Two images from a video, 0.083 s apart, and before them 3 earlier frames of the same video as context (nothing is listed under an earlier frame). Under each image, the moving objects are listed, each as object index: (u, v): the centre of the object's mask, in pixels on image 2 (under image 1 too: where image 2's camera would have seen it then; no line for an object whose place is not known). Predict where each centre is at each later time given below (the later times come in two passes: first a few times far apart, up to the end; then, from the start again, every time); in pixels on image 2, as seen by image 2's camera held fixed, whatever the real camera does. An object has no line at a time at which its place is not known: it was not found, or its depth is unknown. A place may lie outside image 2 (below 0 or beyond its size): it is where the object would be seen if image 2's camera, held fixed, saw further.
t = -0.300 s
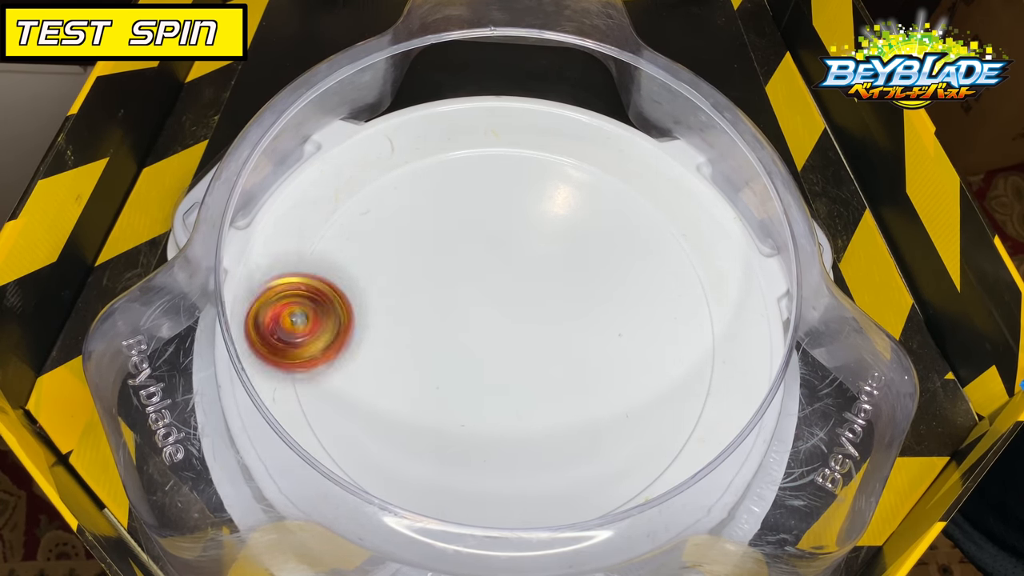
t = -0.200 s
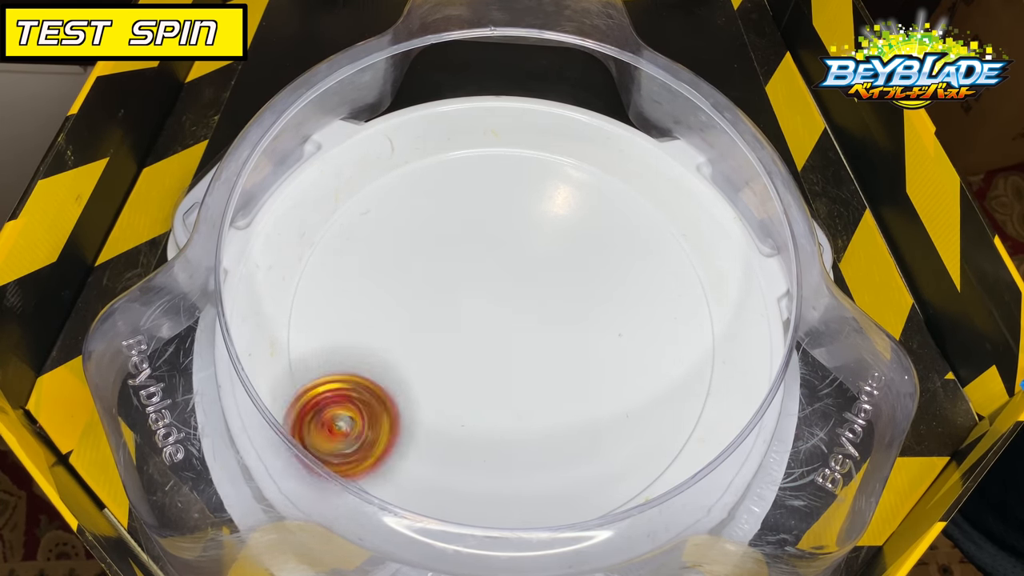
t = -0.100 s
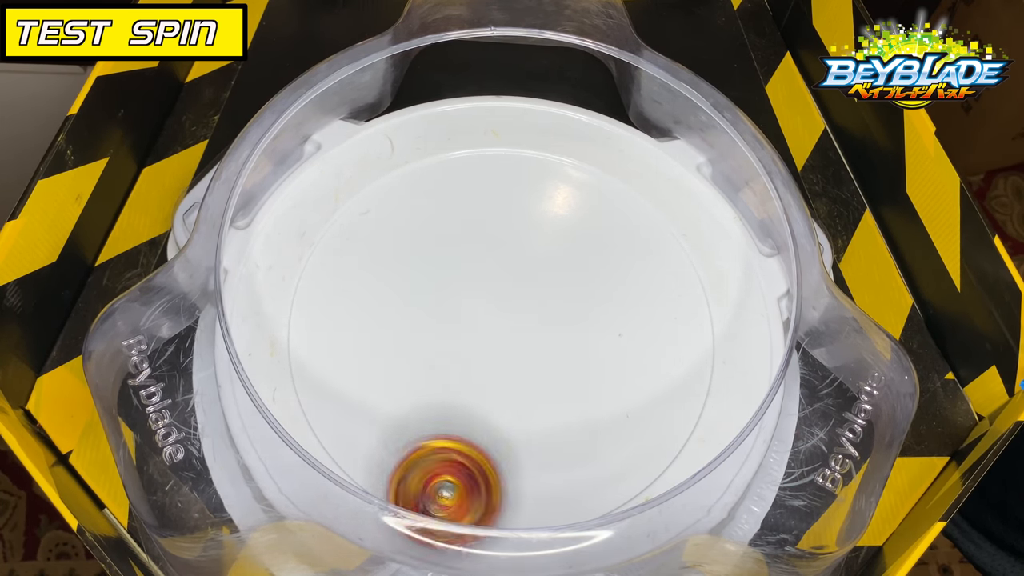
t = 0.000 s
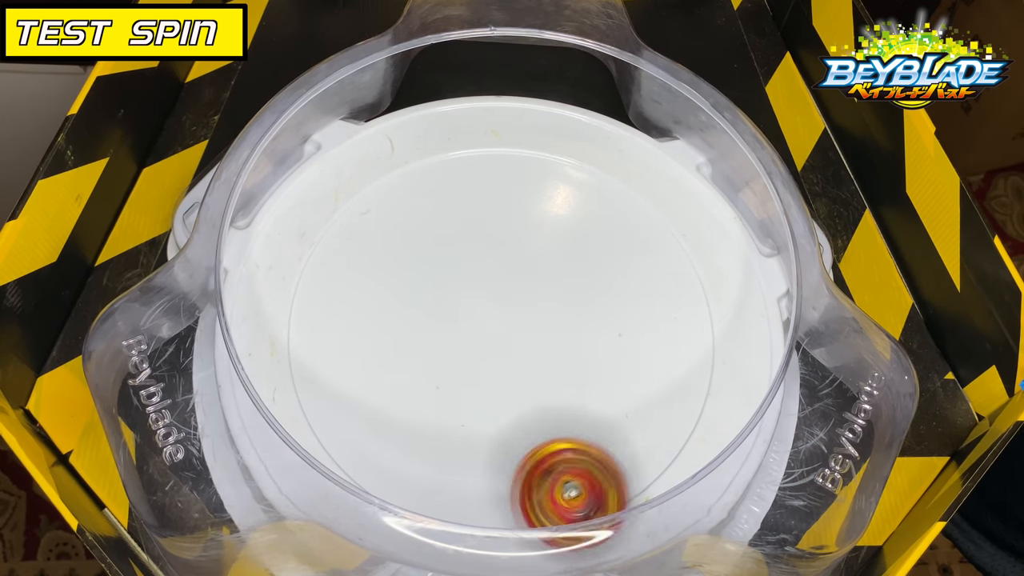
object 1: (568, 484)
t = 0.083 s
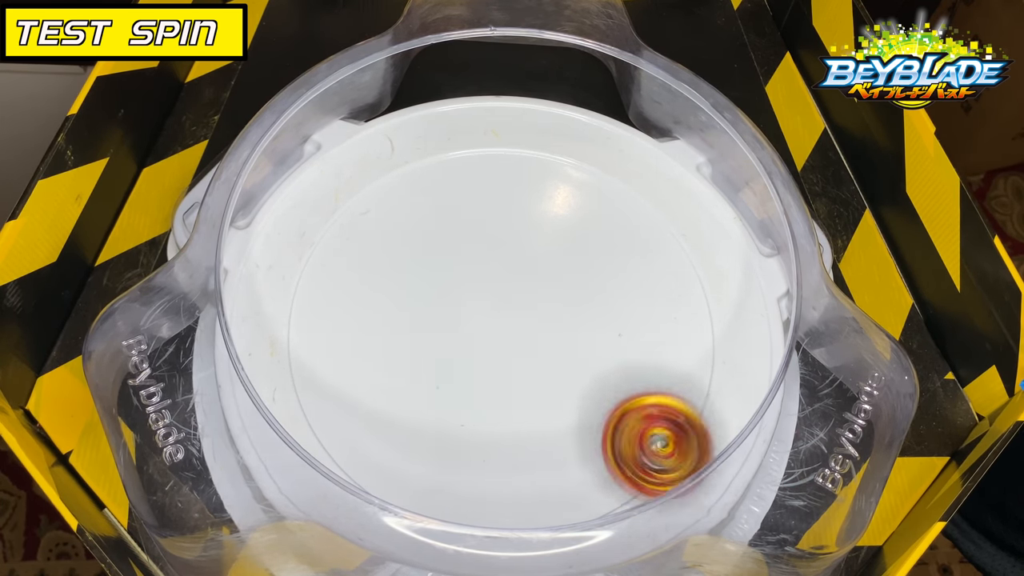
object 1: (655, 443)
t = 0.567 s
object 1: (461, 134)
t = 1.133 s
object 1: (551, 485)
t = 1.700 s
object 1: (490, 134)
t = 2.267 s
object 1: (512, 488)
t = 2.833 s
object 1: (523, 141)
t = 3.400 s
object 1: (467, 479)
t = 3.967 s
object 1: (557, 153)
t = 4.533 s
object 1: (432, 467)
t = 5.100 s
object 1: (585, 170)
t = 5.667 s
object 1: (368, 415)
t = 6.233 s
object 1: (650, 262)
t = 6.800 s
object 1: (471, 285)
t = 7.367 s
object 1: (489, 309)
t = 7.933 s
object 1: (497, 320)
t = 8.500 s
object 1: (506, 312)
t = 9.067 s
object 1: (505, 316)
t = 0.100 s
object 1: (668, 430)
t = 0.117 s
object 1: (680, 416)
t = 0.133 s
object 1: (689, 400)
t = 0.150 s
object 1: (697, 385)
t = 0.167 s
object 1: (703, 368)
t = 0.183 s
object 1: (707, 351)
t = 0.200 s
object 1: (710, 334)
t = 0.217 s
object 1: (710, 318)
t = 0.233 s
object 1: (710, 301)
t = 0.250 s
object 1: (707, 285)
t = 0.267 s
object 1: (703, 269)
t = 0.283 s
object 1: (696, 254)
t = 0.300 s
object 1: (689, 238)
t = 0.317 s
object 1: (680, 224)
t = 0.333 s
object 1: (672, 211)
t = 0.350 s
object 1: (660, 199)
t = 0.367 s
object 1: (649, 187)
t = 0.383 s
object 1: (636, 176)
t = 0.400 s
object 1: (623, 166)
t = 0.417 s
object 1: (609, 158)
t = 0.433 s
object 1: (594, 151)
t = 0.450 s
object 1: (578, 144)
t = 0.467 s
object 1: (563, 140)
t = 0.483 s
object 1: (547, 136)
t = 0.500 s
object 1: (530, 133)
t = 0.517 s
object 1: (513, 132)
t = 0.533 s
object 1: (495, 132)
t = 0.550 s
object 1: (478, 132)
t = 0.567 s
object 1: (461, 134)
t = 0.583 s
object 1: (445, 137)
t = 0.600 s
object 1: (428, 142)
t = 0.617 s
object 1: (413, 147)
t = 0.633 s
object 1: (398, 154)
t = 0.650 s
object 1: (384, 162)
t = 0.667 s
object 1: (371, 171)
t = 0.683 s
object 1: (358, 182)
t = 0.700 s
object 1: (346, 193)
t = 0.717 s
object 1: (335, 206)
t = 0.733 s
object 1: (326, 219)
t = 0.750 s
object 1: (317, 234)
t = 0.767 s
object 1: (310, 249)
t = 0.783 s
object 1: (304, 265)
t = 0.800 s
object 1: (300, 281)
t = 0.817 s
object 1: (297, 298)
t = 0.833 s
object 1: (298, 315)
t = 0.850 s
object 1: (299, 332)
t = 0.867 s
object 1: (303, 349)
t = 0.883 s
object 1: (308, 366)
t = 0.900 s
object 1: (316, 382)
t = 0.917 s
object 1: (325, 397)
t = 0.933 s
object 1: (337, 413)
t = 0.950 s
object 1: (350, 426)
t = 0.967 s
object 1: (365, 440)
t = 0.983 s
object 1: (381, 450)
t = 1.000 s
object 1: (397, 462)
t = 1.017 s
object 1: (415, 470)
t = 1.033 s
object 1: (433, 477)
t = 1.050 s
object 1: (453, 482)
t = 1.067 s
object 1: (471, 486)
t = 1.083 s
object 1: (491, 488)
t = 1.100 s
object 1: (510, 489)
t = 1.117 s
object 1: (530, 488)
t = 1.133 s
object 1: (551, 485)
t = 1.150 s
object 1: (570, 481)
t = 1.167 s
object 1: (588, 476)
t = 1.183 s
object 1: (607, 469)
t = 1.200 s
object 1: (623, 461)
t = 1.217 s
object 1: (639, 452)
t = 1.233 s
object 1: (653, 440)
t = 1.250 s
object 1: (667, 428)
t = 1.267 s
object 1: (677, 414)
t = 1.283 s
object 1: (687, 399)
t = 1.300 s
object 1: (693, 383)
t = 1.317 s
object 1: (700, 368)
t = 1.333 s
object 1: (703, 351)
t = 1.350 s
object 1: (707, 335)
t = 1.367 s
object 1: (707, 318)
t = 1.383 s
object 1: (707, 302)
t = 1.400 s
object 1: (704, 287)
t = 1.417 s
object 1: (701, 271)
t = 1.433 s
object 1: (696, 256)
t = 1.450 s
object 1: (689, 242)
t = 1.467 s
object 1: (682, 227)
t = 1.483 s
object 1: (673, 215)
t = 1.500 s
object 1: (663, 202)
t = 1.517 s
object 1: (652, 191)
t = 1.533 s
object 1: (640, 180)
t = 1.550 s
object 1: (627, 171)
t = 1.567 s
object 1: (614, 163)
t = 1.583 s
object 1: (599, 155)
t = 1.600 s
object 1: (584, 149)
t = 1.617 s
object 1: (569, 143)
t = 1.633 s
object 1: (554, 139)
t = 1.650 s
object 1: (538, 136)
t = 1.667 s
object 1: (522, 134)
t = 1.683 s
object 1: (506, 134)
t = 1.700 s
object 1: (490, 134)
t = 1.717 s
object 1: (473, 136)
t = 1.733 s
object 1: (457, 139)
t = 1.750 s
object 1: (441, 143)
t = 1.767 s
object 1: (426, 148)
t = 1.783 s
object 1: (410, 155)
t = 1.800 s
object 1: (396, 162)
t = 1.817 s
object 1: (382, 170)
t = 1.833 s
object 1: (369, 179)
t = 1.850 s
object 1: (357, 190)
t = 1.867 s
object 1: (346, 201)
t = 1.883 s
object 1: (335, 213)
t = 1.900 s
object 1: (327, 227)
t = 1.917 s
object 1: (319, 240)
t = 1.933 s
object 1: (313, 255)
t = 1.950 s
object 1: (308, 270)
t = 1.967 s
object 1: (305, 286)
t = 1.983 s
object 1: (303, 303)
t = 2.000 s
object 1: (303, 319)
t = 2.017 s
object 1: (305, 336)
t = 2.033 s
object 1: (310, 352)
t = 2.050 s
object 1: (314, 368)
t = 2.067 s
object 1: (322, 385)
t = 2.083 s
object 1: (331, 399)
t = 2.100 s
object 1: (342, 414)
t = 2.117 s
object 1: (355, 427)
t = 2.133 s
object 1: (369, 440)
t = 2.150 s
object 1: (384, 450)
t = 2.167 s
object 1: (401, 460)
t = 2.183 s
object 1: (417, 468)
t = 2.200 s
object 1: (436, 476)
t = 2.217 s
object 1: (454, 480)
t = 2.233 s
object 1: (473, 485)
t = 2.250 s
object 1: (492, 487)
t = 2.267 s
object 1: (512, 488)
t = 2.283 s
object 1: (531, 487)
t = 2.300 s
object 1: (550, 485)
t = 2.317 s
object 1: (568, 481)
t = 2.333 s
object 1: (586, 476)
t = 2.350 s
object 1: (603, 469)
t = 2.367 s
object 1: (620, 461)
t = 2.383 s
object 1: (635, 451)
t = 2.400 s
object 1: (649, 441)
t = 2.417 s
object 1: (661, 428)
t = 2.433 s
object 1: (672, 415)
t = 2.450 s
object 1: (680, 400)
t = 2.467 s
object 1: (687, 385)
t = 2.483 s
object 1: (693, 369)
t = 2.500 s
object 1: (698, 354)
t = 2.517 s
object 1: (700, 338)
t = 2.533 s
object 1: (701, 322)
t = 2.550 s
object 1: (700, 307)
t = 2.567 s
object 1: (699, 291)
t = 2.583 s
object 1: (695, 276)
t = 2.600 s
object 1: (690, 261)
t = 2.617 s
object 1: (684, 247)
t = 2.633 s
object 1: (677, 234)
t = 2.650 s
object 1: (668, 221)
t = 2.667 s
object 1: (659, 209)
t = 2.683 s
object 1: (647, 197)
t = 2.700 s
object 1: (636, 188)
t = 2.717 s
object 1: (624, 178)
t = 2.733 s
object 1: (611, 170)
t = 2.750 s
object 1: (597, 162)
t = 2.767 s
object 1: (583, 156)
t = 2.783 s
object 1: (568, 151)
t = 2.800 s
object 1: (554, 146)
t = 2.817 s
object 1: (538, 143)
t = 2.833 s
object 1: (523, 141)
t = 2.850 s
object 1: (507, 140)
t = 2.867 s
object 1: (491, 140)
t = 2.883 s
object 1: (475, 141)
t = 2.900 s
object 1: (461, 143)
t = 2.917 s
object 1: (445, 147)
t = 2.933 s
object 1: (430, 151)
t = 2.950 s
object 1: (415, 157)
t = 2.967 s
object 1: (402, 164)
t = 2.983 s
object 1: (388, 171)
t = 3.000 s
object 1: (376, 180)
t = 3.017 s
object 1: (363, 190)
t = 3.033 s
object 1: (353, 201)
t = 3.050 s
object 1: (342, 213)
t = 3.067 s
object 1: (334, 225)
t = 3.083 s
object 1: (326, 239)
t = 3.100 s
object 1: (320, 252)
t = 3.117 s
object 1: (315, 267)
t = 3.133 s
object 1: (311, 282)
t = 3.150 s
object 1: (309, 298)
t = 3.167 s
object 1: (309, 314)
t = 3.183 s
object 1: (310, 330)
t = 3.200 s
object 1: (314, 346)
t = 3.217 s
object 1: (318, 362)
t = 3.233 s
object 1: (325, 377)
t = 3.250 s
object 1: (333, 393)
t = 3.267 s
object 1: (343, 407)
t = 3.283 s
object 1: (355, 422)
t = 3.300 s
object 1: (368, 433)
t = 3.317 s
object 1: (382, 445)
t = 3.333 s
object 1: (398, 455)
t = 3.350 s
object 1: (415, 463)
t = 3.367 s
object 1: (432, 470)
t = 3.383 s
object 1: (449, 475)
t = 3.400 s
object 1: (467, 479)
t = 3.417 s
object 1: (486, 482)
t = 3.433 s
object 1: (505, 483)
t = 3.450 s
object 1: (524, 483)
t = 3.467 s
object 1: (542, 481)
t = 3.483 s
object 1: (561, 477)
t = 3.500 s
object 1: (579, 473)
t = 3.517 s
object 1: (596, 466)
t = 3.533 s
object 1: (612, 458)
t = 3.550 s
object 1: (627, 449)
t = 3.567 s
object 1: (640, 438)
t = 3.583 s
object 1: (653, 427)
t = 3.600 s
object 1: (663, 414)
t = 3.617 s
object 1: (672, 400)
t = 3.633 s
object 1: (680, 386)
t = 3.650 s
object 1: (686, 371)
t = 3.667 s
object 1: (691, 356)
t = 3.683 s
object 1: (694, 341)
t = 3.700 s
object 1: (695, 325)
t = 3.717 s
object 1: (695, 310)
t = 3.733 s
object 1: (694, 295)
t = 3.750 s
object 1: (691, 280)
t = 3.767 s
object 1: (687, 267)
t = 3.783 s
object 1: (681, 253)
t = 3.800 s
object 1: (675, 239)
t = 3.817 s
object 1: (666, 227)
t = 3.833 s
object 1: (658, 215)
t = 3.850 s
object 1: (647, 204)
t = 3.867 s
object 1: (636, 194)
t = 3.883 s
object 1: (625, 184)
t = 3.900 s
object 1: (613, 177)
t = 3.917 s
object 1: (599, 169)
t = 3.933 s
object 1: (585, 162)
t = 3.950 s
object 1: (571, 157)
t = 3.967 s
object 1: (557, 153)
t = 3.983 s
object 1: (541, 149)
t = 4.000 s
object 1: (526, 147)
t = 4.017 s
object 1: (511, 147)
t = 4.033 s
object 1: (497, 147)
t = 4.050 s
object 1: (481, 148)
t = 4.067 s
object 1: (467, 150)
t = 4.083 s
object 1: (452, 153)
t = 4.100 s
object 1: (438, 157)
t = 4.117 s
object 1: (423, 163)
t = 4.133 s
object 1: (410, 169)
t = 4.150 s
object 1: (396, 177)
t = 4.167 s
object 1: (384, 185)
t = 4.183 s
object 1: (372, 194)
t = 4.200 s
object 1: (361, 204)
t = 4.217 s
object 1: (352, 216)
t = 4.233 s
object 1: (343, 228)
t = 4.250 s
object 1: (335, 241)
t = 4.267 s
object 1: (328, 254)
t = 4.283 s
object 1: (324, 269)
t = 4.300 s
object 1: (320, 283)
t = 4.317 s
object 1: (318, 299)
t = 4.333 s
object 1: (317, 314)
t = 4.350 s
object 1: (319, 330)
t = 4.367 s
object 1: (321, 345)
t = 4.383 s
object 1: (326, 360)
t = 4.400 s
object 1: (332, 375)
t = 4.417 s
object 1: (340, 390)
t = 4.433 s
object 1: (348, 405)
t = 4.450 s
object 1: (359, 418)
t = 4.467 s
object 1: (372, 431)
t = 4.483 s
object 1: (385, 442)
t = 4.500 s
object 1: (400, 452)
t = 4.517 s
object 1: (415, 460)
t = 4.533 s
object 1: (432, 467)
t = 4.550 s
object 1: (449, 472)
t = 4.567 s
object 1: (467, 476)
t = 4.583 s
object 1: (484, 479)
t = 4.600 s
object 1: (503, 480)
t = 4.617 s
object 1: (520, 479)
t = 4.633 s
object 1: (539, 478)
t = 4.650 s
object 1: (557, 475)
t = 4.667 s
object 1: (574, 470)
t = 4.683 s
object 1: (590, 464)
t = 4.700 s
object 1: (606, 456)
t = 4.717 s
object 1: (620, 447)
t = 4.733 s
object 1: (634, 435)
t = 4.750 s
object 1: (645, 424)
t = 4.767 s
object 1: (655, 412)
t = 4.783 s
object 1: (664, 399)
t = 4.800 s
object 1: (671, 384)
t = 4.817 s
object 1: (677, 371)
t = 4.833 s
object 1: (681, 357)
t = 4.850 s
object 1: (685, 342)
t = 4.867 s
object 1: (686, 327)
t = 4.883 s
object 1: (687, 313)
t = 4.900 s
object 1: (685, 298)
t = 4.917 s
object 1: (682, 284)
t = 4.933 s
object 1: (678, 270)
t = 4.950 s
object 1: (674, 257)
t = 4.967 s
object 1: (667, 245)
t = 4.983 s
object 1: (660, 232)
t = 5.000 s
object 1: (652, 221)
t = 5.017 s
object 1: (642, 210)
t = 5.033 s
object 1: (633, 201)
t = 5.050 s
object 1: (621, 191)
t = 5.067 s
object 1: (610, 183)
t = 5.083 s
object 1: (597, 176)
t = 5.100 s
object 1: (585, 170)
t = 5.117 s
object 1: (572, 164)
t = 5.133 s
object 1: (560, 159)
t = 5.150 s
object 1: (546, 156)
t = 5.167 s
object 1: (533, 153)
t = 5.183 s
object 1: (518, 151)
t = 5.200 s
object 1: (505, 150)
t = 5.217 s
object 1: (491, 150)
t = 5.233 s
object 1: (477, 150)
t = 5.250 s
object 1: (463, 153)
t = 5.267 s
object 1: (450, 156)
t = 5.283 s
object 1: (436, 160)
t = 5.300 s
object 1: (423, 164)
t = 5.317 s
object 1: (411, 170)
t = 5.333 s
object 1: (399, 177)
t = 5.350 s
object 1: (388, 185)
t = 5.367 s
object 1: (377, 193)
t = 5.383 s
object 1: (368, 201)
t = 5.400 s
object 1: (358, 212)
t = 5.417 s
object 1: (350, 221)
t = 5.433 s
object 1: (342, 233)
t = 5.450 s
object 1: (335, 245)
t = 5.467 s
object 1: (330, 258)
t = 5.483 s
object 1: (326, 271)
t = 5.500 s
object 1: (323, 284)
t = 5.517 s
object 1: (321, 298)
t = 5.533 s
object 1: (322, 312)
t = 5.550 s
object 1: (323, 327)
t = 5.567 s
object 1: (326, 340)
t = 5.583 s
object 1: (330, 354)
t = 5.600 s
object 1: (336, 367)
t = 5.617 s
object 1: (342, 379)
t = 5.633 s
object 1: (350, 391)
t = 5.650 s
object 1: (358, 404)
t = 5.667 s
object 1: (368, 415)
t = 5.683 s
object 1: (380, 426)
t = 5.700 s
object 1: (390, 435)
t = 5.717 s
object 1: (404, 444)
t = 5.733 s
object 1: (417, 452)
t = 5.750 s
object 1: (432, 458)
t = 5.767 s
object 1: (447, 464)
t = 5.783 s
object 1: (462, 467)
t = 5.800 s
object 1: (478, 470)
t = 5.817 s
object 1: (493, 471)
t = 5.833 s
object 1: (509, 471)
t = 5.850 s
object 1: (524, 470)
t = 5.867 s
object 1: (540, 468)
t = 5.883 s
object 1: (554, 465)
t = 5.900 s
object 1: (568, 459)
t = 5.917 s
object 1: (581, 454)
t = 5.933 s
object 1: (594, 447)
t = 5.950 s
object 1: (607, 440)
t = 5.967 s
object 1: (617, 431)
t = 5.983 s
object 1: (628, 423)
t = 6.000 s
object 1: (636, 412)
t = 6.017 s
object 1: (645, 402)
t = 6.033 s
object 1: (651, 391)
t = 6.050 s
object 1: (657, 379)
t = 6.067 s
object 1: (661, 369)
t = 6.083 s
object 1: (664, 356)
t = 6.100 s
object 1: (667, 346)
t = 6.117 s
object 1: (668, 334)
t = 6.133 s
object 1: (668, 323)
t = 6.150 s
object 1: (668, 312)
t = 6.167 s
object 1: (666, 301)
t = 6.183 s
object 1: (663, 291)
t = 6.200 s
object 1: (660, 280)
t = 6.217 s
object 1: (655, 271)
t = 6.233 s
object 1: (650, 262)
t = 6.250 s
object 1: (646, 255)
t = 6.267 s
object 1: (640, 247)
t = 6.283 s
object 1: (634, 239)
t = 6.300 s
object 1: (627, 232)
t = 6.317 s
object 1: (620, 225)
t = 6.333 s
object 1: (612, 221)
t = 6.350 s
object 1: (603, 215)
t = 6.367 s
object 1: (596, 212)
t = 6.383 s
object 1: (588, 208)
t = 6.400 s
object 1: (580, 206)
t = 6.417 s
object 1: (572, 204)
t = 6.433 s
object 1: (564, 203)
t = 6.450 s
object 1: (556, 203)
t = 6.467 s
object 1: (548, 202)
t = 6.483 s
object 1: (542, 204)
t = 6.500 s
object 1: (534, 207)
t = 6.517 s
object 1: (529, 209)
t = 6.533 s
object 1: (523, 212)
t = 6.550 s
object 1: (517, 215)
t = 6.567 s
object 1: (512, 218)
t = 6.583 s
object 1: (506, 222)
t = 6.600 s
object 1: (502, 227)
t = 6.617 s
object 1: (497, 231)
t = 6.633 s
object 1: (493, 237)
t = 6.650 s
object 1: (490, 242)
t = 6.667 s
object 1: (487, 247)
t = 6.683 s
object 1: (484, 252)
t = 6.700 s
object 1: (481, 256)
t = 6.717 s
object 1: (479, 262)
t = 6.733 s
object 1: (476, 267)
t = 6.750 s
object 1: (475, 272)
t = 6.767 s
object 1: (473, 277)
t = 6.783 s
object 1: (473, 281)
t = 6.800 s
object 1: (471, 285)
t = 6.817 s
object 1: (470, 287)
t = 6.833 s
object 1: (470, 291)
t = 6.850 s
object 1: (469, 294)
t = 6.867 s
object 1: (469, 296)
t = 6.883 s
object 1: (469, 298)
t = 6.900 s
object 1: (469, 300)
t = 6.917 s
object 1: (469, 301)
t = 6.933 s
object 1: (469, 301)
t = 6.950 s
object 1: (470, 302)
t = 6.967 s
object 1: (469, 302)
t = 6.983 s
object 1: (470, 303)
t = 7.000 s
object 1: (470, 303)
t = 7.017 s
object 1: (471, 304)
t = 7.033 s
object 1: (472, 304)
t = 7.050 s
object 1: (472, 304)
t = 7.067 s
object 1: (473, 304)
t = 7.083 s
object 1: (472, 304)
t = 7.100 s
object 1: (474, 305)
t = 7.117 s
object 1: (474, 305)
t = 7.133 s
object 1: (476, 305)
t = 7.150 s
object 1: (477, 305)
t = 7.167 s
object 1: (477, 305)
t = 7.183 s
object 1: (478, 305)
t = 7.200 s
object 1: (478, 306)
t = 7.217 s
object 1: (479, 307)
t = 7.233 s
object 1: (480, 307)
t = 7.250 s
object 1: (482, 307)
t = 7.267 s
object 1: (483, 307)
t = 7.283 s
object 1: (483, 307)
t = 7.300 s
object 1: (484, 308)
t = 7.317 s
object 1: (484, 308)
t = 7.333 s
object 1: (486, 309)
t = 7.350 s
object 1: (487, 309)
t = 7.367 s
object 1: (489, 309)
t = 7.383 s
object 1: (489, 310)
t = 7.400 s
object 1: (490, 310)
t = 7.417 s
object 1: (491, 311)
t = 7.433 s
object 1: (492, 312)
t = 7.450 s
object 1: (493, 312)
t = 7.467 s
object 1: (494, 313)
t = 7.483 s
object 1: (494, 313)
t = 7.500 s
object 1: (495, 314)
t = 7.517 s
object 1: (494, 314)
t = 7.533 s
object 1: (495, 315)
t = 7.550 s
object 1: (495, 316)
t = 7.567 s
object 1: (496, 316)
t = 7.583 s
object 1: (497, 317)
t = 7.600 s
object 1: (496, 317)
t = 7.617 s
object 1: (497, 318)
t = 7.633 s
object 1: (496, 318)
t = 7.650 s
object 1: (497, 319)
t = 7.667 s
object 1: (497, 319)
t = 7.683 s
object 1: (497, 319)
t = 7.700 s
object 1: (497, 319)
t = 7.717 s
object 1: (497, 319)
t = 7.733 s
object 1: (497, 319)
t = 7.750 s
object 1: (497, 320)
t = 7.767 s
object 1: (497, 320)
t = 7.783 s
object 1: (497, 320)
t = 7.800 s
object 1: (497, 320)
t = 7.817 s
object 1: (497, 320)
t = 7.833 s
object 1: (497, 320)
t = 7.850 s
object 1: (497, 321)
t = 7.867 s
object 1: (497, 321)
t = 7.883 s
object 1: (497, 320)
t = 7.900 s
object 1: (497, 321)
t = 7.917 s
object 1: (497, 320)
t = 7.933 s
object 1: (497, 320)
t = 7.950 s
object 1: (497, 320)
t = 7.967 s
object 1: (497, 320)
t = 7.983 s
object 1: (497, 320)
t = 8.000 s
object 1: (497, 319)
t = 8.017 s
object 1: (497, 319)
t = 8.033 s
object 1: (497, 319)
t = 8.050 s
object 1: (497, 319)
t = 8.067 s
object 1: (497, 319)
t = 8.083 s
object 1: (498, 318)
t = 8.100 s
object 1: (498, 318)
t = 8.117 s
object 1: (497, 317)
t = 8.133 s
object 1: (497, 317)
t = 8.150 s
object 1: (497, 317)
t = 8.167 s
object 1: (497, 317)
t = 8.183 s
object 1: (498, 317)
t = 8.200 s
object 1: (498, 315)
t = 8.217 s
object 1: (498, 315)
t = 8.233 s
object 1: (498, 314)
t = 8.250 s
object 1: (499, 314)
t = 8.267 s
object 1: (499, 314)
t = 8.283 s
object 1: (499, 313)
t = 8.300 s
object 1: (500, 313)
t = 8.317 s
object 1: (500, 312)
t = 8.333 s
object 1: (501, 312)
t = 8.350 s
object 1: (501, 313)
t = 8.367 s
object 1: (502, 312)
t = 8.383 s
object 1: (502, 312)
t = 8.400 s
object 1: (503, 311)
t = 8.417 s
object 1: (503, 312)
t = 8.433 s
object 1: (503, 312)
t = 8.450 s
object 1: (504, 312)
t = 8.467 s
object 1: (504, 312)
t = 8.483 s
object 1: (505, 312)
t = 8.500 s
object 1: (506, 312)
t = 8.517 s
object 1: (505, 312)
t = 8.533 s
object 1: (505, 312)
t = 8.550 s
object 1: (506, 312)
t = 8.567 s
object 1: (507, 312)
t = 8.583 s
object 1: (507, 312)
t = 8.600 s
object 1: (507, 312)
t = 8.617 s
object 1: (507, 312)
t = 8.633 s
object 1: (507, 313)
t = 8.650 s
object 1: (508, 313)
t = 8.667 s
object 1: (508, 313)
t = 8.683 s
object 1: (508, 313)
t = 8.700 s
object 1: (508, 313)
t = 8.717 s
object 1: (507, 314)
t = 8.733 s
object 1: (508, 314)
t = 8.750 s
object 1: (508, 315)
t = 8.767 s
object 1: (508, 314)
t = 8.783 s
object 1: (508, 315)
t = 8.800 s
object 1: (508, 315)
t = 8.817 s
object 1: (508, 315)
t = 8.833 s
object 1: (507, 316)
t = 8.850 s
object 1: (508, 316)
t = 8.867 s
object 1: (508, 316)
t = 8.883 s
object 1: (507, 316)
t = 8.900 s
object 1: (507, 316)
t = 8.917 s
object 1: (506, 316)
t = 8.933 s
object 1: (507, 316)
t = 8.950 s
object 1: (507, 316)
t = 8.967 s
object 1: (506, 316)
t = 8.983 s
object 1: (506, 316)
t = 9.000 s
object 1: (505, 316)
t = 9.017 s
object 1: (505, 316)
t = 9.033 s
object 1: (505, 316)
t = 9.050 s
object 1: (505, 316)
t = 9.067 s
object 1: (505, 316)
